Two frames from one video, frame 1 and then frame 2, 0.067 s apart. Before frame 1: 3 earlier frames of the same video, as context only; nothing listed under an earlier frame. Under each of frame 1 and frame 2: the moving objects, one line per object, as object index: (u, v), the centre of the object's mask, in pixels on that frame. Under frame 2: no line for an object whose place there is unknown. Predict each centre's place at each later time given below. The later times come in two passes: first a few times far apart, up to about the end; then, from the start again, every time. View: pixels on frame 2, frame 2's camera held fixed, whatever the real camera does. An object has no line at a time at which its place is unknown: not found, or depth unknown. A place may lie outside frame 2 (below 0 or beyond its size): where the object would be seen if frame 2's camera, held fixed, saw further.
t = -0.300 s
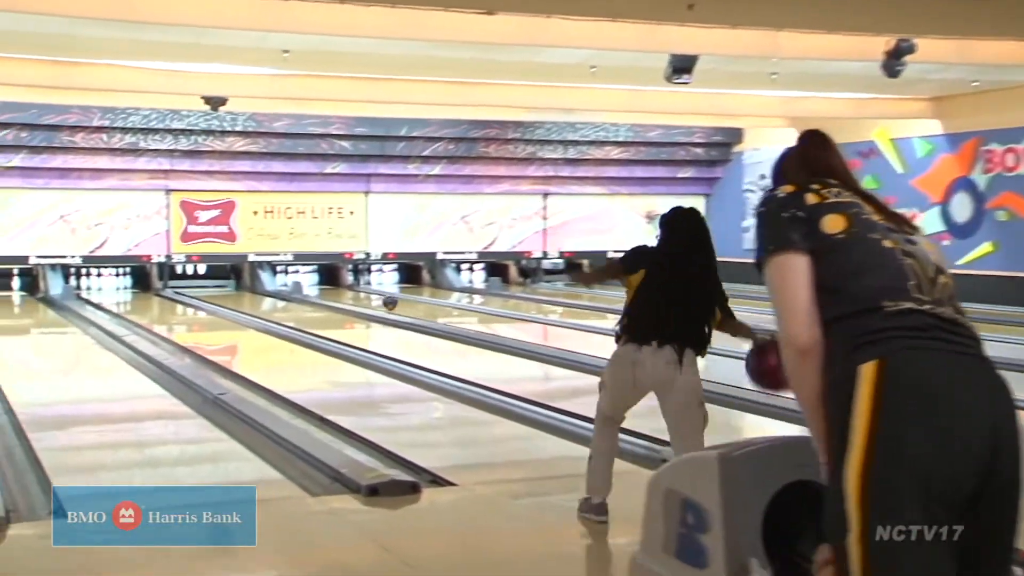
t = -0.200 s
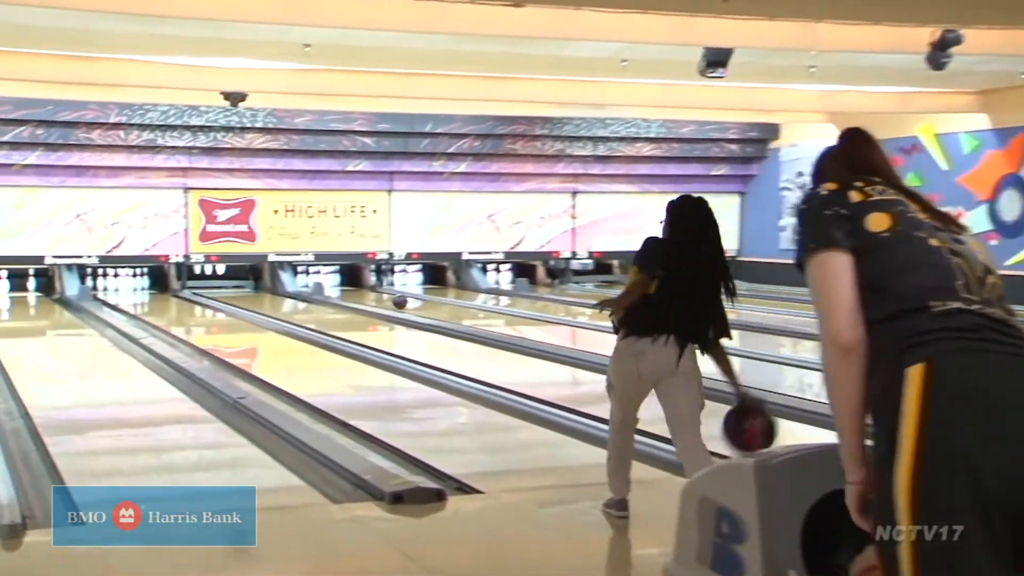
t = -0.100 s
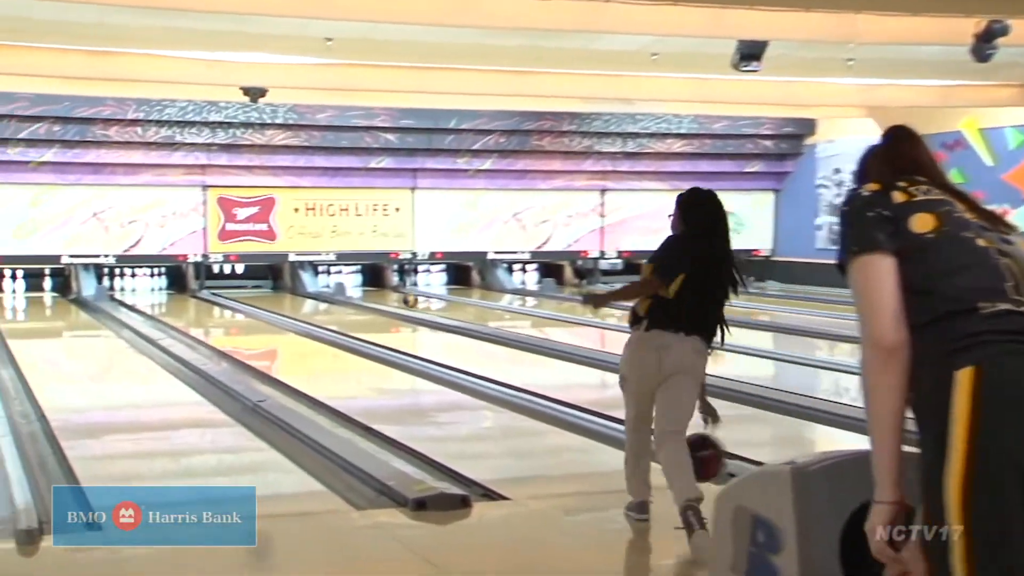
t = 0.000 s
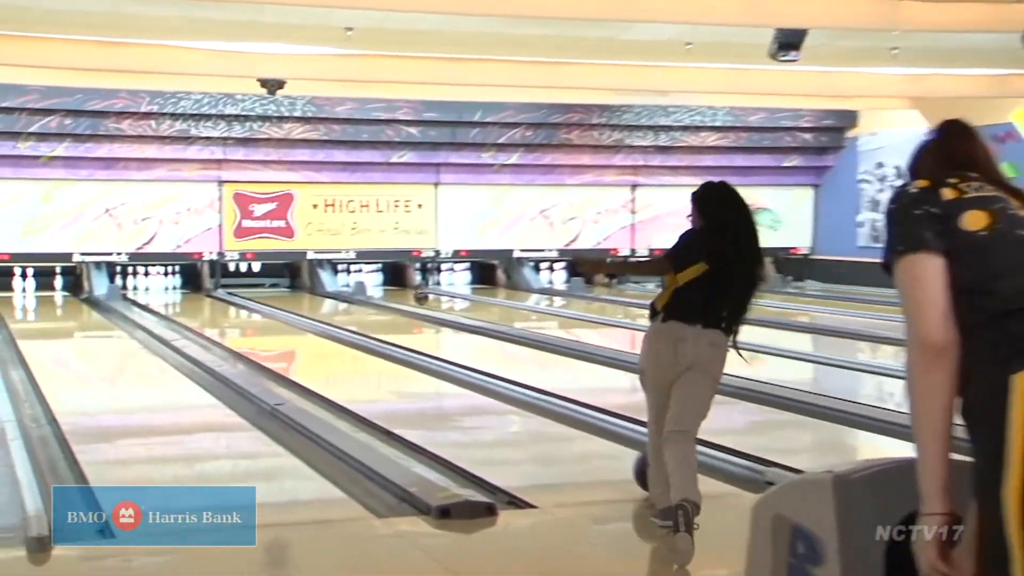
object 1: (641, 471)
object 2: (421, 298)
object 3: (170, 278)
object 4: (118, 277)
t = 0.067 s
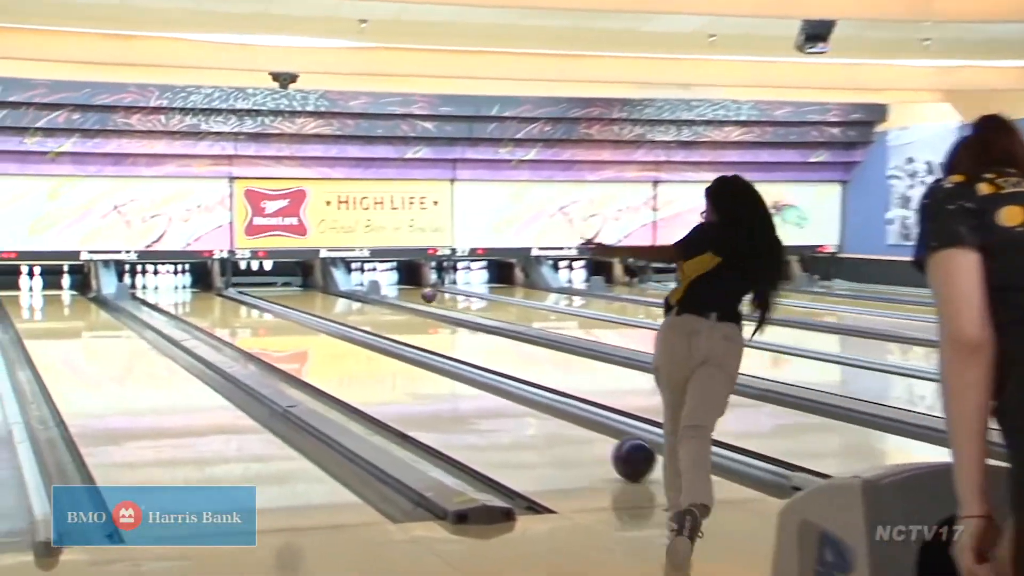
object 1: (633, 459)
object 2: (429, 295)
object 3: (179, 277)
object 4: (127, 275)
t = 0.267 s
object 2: (412, 291)
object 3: (175, 276)
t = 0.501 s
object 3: (175, 278)
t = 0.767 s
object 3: (180, 279)
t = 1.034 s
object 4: (128, 276)
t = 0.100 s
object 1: (612, 451)
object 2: (426, 294)
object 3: (178, 276)
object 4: (126, 275)
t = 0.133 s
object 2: (423, 293)
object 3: (178, 275)
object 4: (125, 274)
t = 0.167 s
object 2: (420, 292)
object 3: (177, 275)
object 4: (123, 274)
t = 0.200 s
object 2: (418, 292)
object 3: (176, 276)
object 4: (122, 274)
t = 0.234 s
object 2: (415, 291)
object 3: (176, 276)
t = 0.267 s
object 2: (412, 291)
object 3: (175, 276)
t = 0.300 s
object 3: (175, 276)
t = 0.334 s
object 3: (174, 276)
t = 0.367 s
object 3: (174, 276)
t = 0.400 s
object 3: (174, 277)
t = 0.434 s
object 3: (175, 278)
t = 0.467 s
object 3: (175, 278)
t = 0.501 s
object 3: (175, 278)
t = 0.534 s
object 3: (176, 278)
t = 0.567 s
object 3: (177, 278)
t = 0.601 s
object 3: (177, 278)
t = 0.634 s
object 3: (178, 278)
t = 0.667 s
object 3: (178, 278)
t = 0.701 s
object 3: (179, 279)
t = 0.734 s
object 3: (179, 279)
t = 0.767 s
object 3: (180, 279)
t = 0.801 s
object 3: (181, 279)
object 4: (124, 276)
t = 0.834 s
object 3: (182, 279)
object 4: (125, 277)
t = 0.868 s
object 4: (126, 276)
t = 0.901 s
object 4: (126, 276)
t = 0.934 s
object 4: (127, 276)
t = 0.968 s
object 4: (127, 276)
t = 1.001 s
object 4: (128, 276)
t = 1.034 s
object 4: (128, 276)
